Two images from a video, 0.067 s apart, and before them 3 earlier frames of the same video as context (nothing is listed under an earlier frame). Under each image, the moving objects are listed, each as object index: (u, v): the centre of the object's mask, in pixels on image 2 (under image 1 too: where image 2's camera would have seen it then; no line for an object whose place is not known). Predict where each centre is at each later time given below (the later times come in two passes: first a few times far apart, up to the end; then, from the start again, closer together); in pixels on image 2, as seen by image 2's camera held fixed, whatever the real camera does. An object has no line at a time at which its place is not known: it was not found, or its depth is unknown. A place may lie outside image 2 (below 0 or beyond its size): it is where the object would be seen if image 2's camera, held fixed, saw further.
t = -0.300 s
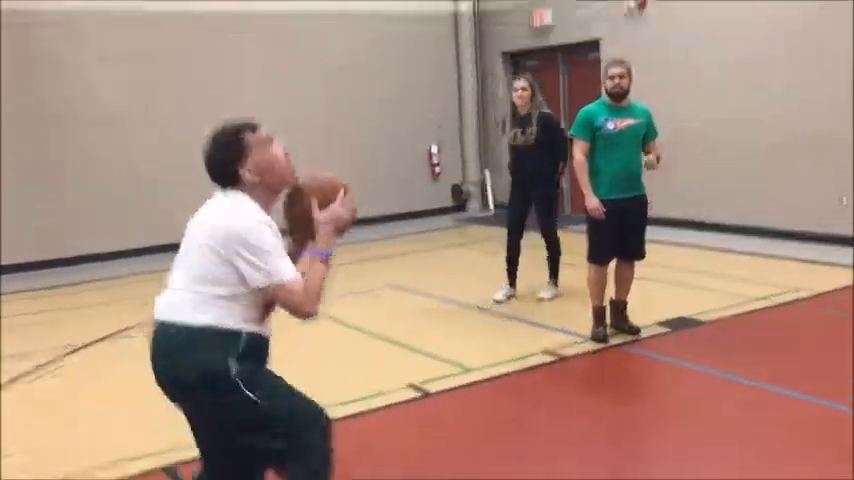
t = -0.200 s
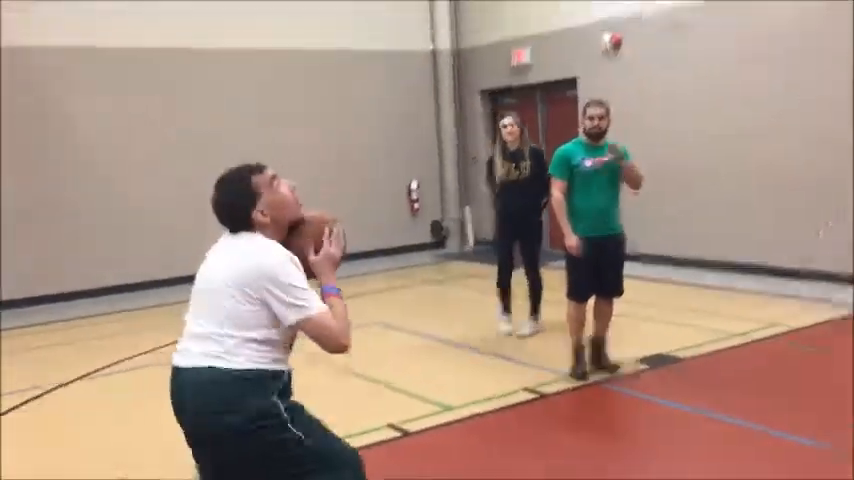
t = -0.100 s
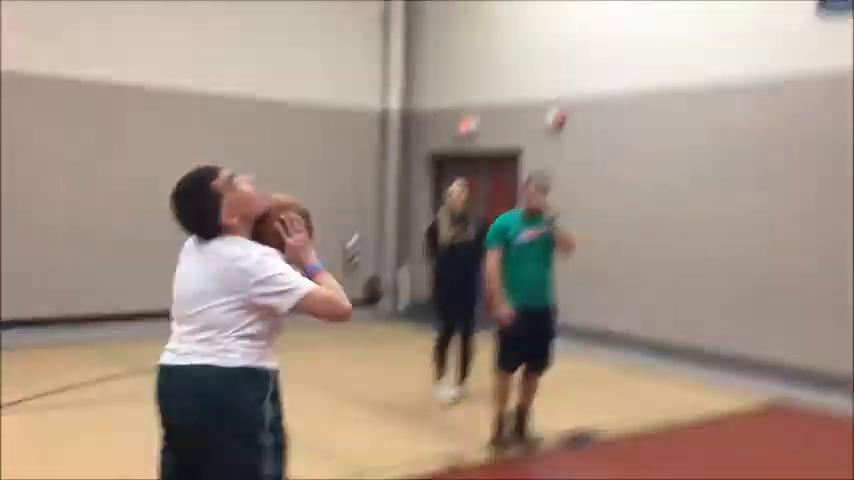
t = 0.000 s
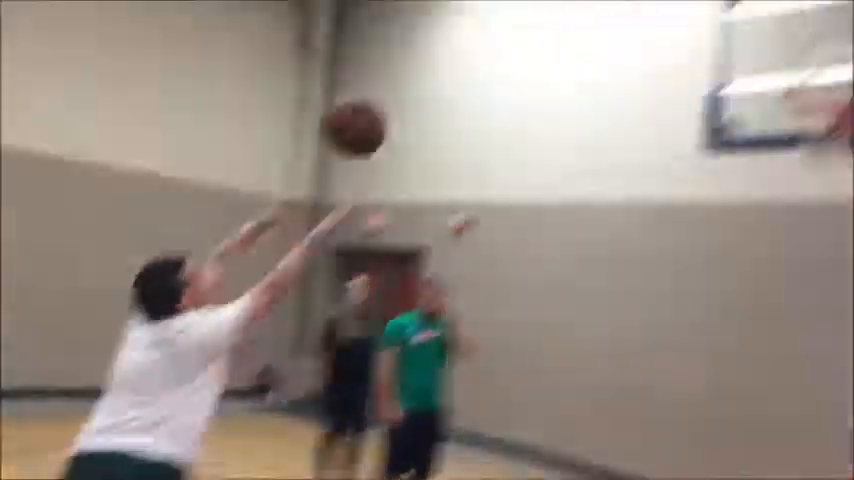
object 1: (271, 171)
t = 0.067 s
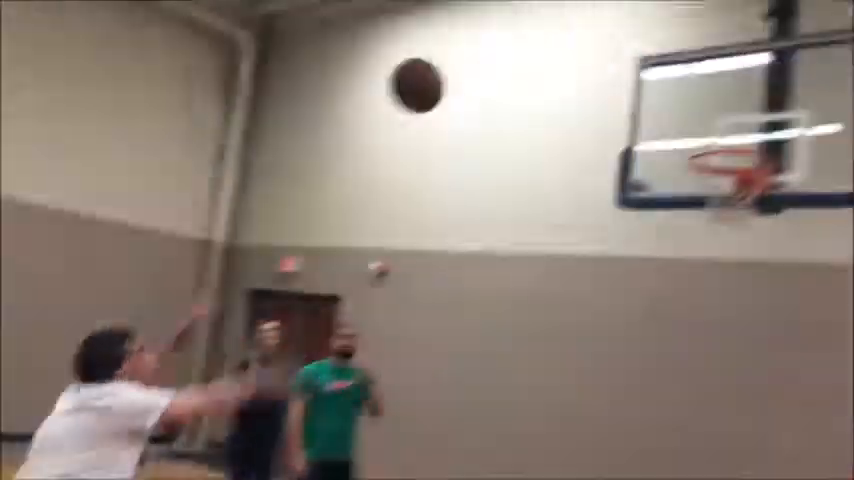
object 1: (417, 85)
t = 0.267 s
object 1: (685, 90)
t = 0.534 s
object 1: (859, 95)
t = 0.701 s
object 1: (969, 364)
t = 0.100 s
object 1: (476, 62)
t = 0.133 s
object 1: (527, 51)
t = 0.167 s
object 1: (572, 49)
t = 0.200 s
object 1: (613, 55)
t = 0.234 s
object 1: (650, 68)
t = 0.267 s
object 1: (685, 90)
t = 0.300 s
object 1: (716, 113)
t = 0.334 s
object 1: (741, 128)
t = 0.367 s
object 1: (761, 106)
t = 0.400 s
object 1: (779, 90)
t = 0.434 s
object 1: (798, 78)
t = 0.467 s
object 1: (818, 75)
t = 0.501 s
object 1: (838, 80)
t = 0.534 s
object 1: (859, 95)
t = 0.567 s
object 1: (881, 120)
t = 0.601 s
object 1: (906, 157)
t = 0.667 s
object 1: (953, 274)
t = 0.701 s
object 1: (969, 364)
